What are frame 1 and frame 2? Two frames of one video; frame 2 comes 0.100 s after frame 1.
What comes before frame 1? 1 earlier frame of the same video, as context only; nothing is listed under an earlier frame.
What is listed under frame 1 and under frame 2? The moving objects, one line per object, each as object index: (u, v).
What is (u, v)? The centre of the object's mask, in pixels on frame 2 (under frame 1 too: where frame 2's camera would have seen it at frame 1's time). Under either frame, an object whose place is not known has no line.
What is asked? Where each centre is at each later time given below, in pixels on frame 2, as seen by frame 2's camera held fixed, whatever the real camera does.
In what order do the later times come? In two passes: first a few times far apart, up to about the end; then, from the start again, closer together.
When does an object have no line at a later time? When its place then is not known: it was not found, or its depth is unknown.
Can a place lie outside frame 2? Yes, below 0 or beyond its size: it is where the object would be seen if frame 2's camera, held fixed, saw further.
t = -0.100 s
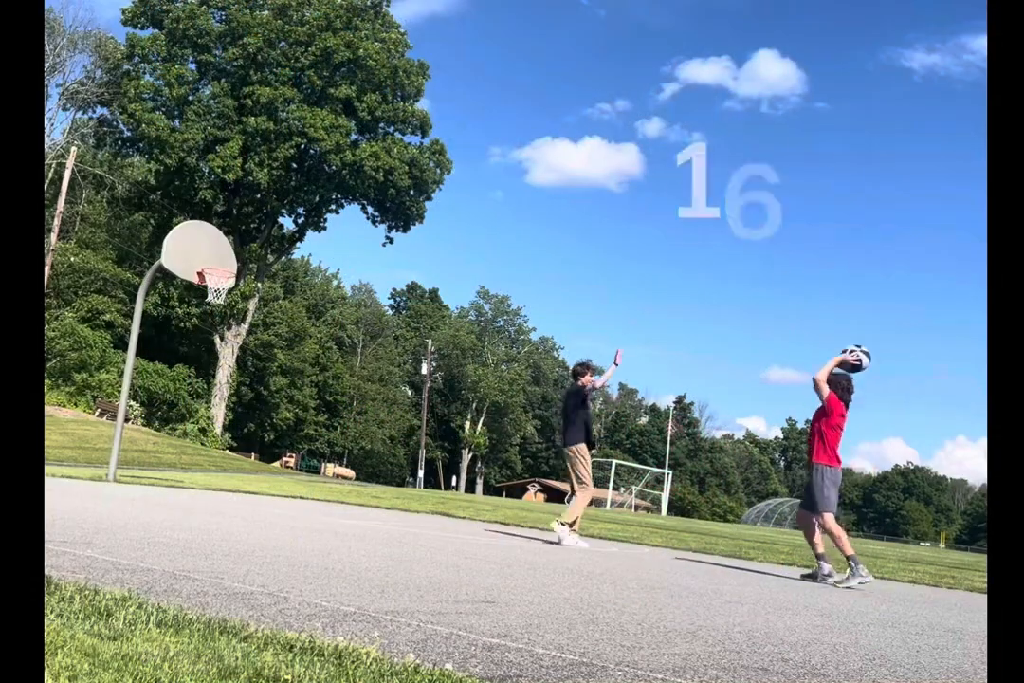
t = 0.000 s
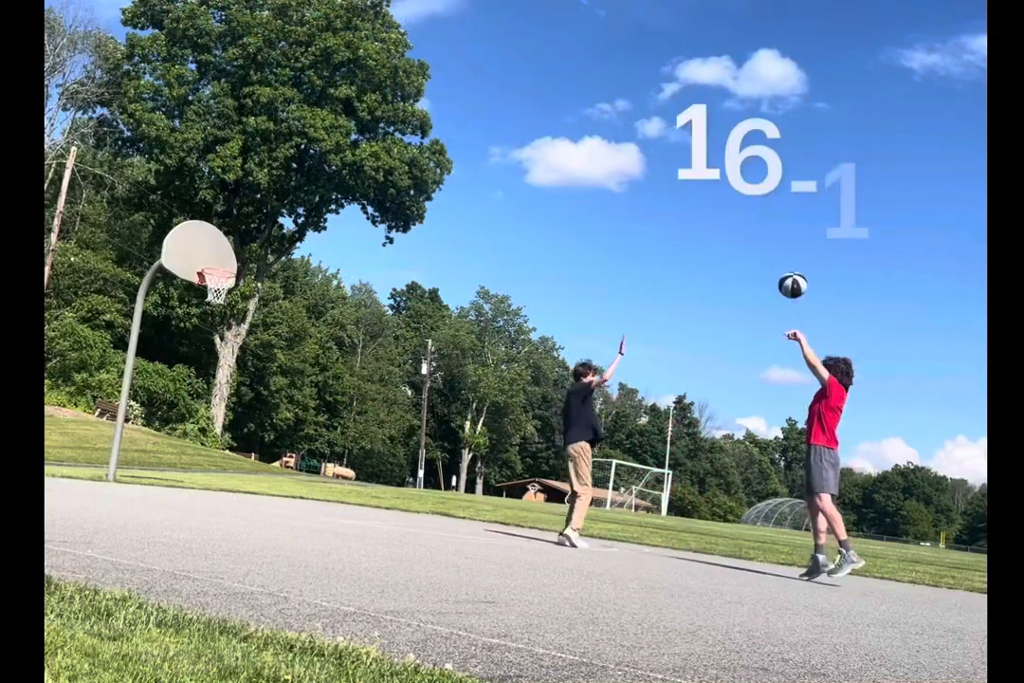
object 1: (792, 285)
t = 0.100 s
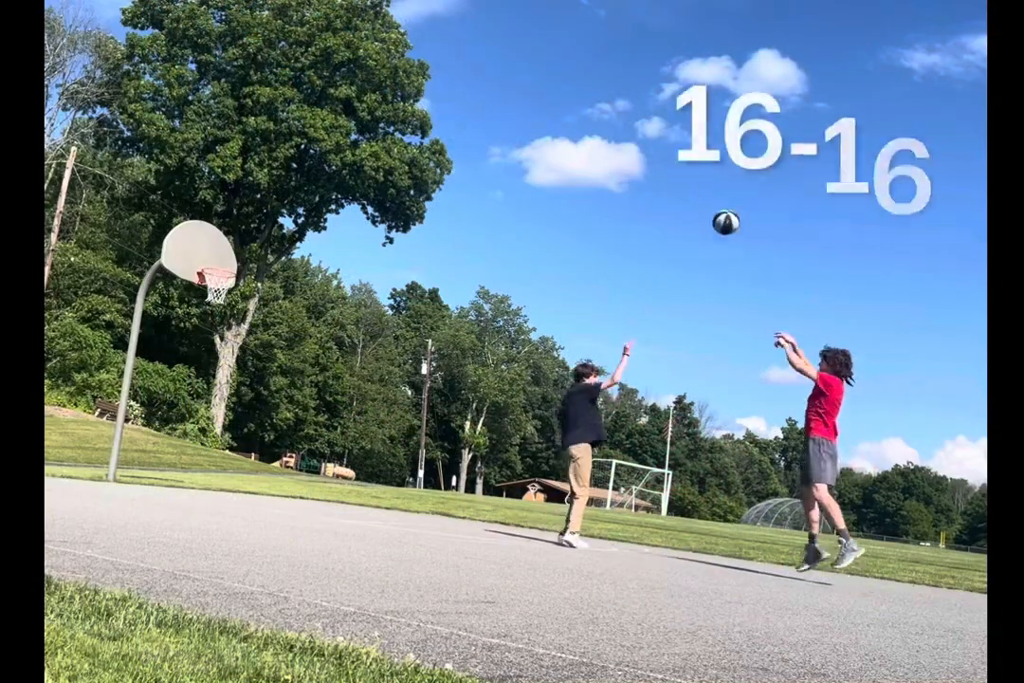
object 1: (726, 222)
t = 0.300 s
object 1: (610, 140)
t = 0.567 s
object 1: (484, 103)
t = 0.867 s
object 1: (363, 133)
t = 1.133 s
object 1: (269, 208)
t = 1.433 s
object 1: (202, 295)
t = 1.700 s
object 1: (186, 352)
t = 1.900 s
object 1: (171, 422)
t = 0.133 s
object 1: (705, 204)
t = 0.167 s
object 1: (684, 189)
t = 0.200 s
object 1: (665, 175)
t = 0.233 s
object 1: (646, 162)
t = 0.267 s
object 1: (628, 150)
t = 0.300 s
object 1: (610, 140)
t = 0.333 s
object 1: (593, 132)
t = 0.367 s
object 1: (576, 125)
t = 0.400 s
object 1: (560, 118)
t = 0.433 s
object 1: (544, 113)
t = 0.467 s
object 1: (529, 109)
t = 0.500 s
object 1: (513, 106)
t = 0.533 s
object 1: (498, 104)
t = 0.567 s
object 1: (484, 103)
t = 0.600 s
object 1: (469, 103)
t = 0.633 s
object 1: (456, 104)
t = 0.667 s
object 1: (442, 106)
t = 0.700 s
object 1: (429, 108)
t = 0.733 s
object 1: (415, 111)
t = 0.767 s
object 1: (401, 117)
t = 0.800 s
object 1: (388, 121)
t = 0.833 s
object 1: (376, 127)
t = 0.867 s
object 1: (363, 133)
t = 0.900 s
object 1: (351, 140)
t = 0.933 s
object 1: (338, 148)
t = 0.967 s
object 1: (326, 156)
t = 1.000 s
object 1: (314, 165)
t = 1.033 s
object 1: (303, 175)
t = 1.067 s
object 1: (292, 185)
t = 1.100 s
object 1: (281, 196)
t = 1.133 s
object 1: (269, 208)
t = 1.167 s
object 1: (258, 219)
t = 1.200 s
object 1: (247, 233)
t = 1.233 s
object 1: (236, 245)
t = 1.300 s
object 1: (215, 274)
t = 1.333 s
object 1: (206, 286)
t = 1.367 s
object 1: (203, 288)
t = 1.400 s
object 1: (201, 291)
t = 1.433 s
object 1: (202, 295)
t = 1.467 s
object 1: (199, 299)
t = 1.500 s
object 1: (198, 303)
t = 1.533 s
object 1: (195, 310)
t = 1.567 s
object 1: (194, 317)
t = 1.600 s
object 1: (194, 325)
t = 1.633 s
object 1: (190, 333)
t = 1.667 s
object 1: (188, 342)
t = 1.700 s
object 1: (186, 352)
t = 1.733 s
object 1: (184, 360)
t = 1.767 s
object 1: (181, 372)
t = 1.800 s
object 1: (178, 384)
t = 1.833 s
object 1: (175, 397)
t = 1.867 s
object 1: (173, 409)
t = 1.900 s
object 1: (171, 422)
